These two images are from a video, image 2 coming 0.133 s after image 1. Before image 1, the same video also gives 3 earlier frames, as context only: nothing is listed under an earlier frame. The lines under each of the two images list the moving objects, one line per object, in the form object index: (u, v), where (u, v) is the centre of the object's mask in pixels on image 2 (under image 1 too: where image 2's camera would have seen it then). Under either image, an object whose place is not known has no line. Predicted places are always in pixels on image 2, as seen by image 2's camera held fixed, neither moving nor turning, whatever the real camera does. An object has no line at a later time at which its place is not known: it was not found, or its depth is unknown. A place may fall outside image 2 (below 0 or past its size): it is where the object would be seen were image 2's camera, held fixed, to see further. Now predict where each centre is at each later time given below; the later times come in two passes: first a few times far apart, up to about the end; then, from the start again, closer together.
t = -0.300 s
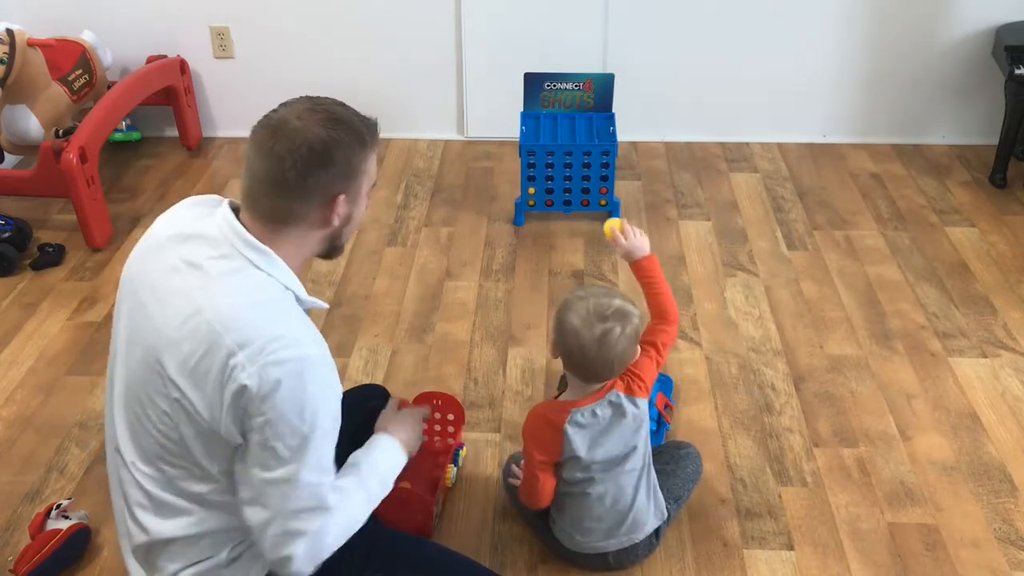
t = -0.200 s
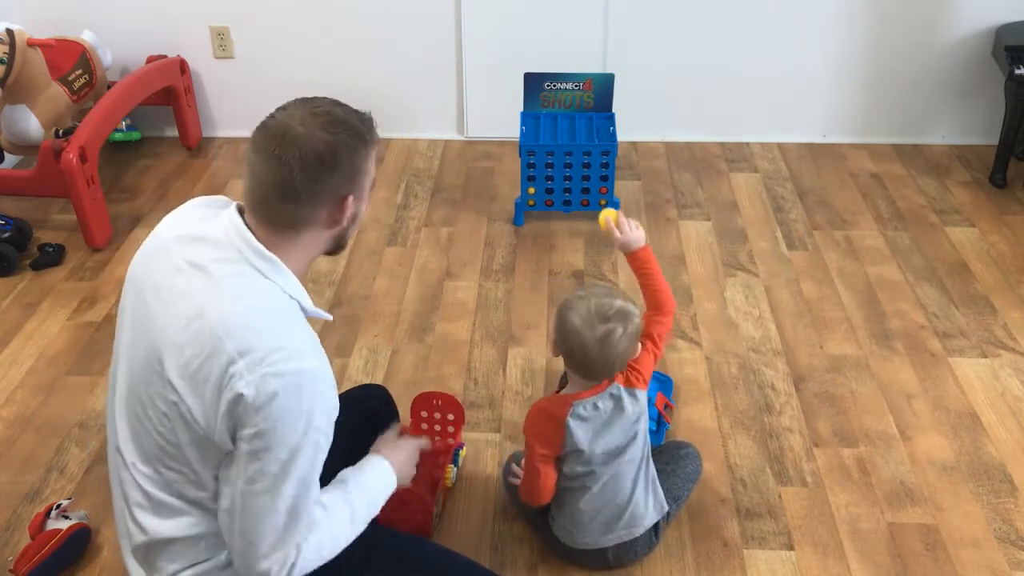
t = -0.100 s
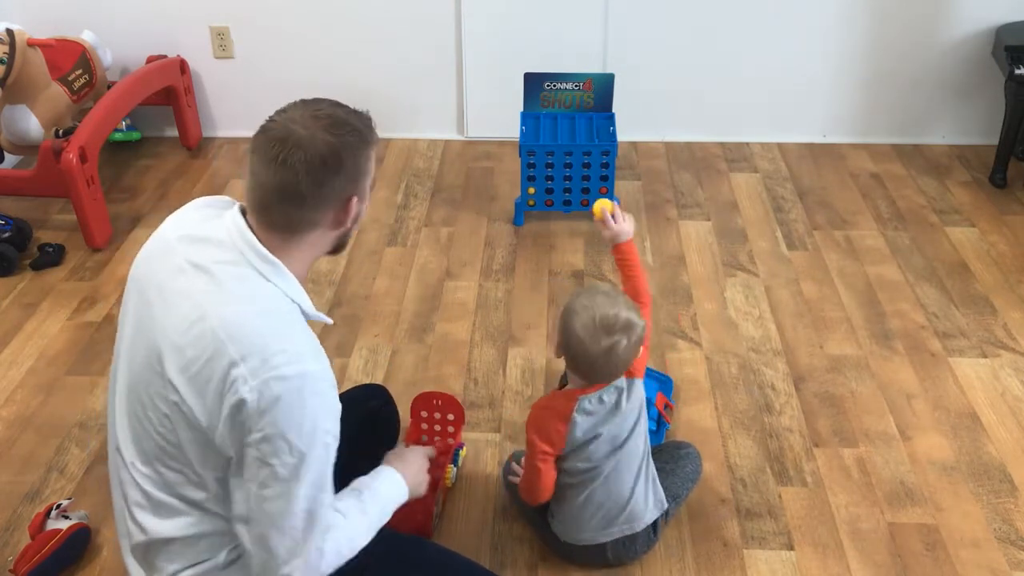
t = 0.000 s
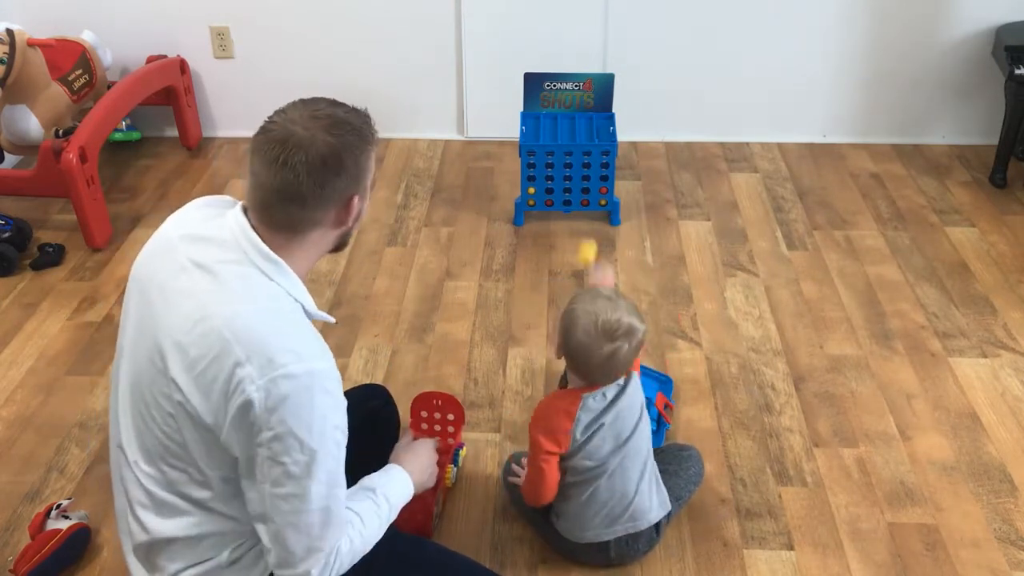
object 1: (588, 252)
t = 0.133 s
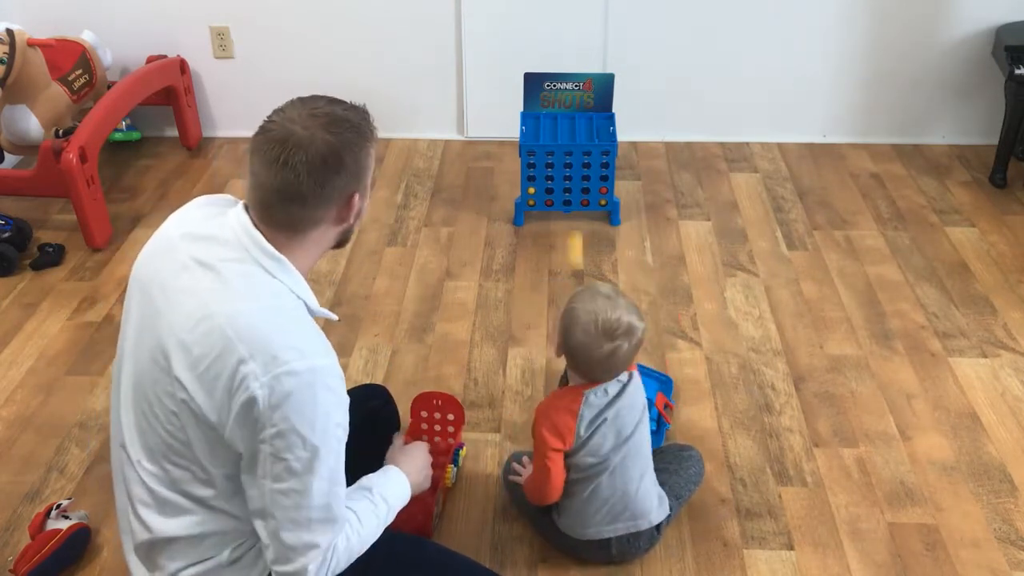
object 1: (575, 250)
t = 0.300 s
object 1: (572, 90)
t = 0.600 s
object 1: (562, 66)
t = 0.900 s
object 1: (548, 119)
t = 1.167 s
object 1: (537, 199)
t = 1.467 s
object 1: (530, 234)
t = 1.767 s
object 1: (524, 235)
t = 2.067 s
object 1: (517, 270)
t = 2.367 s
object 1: (510, 312)
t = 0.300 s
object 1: (572, 90)
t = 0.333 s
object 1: (571, 71)
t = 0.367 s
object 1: (569, 55)
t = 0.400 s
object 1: (569, 45)
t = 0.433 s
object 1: (568, 39)
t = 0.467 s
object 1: (567, 36)
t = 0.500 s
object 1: (566, 38)
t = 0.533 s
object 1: (565, 45)
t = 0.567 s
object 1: (563, 53)
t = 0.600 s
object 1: (562, 66)
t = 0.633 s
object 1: (560, 80)
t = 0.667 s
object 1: (559, 100)
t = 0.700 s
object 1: (558, 107)
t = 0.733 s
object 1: (556, 101)
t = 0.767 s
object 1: (555, 98)
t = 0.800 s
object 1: (553, 98)
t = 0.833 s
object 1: (551, 101)
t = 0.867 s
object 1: (550, 109)
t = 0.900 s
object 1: (548, 119)
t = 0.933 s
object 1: (547, 134)
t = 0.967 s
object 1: (545, 152)
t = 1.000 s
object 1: (543, 173)
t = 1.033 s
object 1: (541, 199)
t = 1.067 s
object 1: (539, 226)
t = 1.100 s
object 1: (538, 229)
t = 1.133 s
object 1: (537, 214)
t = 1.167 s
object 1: (537, 199)
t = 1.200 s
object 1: (536, 190)
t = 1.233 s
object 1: (535, 183)
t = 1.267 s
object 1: (535, 180)
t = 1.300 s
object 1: (534, 180)
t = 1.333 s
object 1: (533, 184)
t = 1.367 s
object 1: (532, 191)
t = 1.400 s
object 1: (532, 200)
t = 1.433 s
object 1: (531, 216)
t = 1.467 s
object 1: (530, 234)
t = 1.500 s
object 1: (530, 255)
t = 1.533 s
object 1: (529, 272)
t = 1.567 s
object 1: (528, 258)
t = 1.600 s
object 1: (528, 246)
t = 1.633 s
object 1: (526, 236)
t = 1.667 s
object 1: (526, 231)
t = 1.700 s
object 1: (525, 229)
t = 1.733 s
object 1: (525, 230)
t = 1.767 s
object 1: (524, 235)
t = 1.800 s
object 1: (523, 243)
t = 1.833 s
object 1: (523, 254)
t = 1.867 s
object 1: (522, 270)
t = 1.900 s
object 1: (521, 289)
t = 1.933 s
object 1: (520, 302)
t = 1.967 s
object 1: (519, 289)
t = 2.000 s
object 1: (519, 279)
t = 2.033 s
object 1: (518, 272)
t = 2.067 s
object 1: (517, 270)
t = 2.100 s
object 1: (516, 270)
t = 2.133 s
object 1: (516, 274)
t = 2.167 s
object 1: (515, 282)
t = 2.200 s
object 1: (514, 293)
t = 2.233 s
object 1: (514, 308)
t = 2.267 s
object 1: (513, 327)
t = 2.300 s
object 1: (513, 327)
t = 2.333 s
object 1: (512, 317)
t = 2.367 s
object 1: (510, 312)
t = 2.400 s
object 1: (510, 311)
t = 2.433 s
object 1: (509, 313)
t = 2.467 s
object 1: (508, 318)
